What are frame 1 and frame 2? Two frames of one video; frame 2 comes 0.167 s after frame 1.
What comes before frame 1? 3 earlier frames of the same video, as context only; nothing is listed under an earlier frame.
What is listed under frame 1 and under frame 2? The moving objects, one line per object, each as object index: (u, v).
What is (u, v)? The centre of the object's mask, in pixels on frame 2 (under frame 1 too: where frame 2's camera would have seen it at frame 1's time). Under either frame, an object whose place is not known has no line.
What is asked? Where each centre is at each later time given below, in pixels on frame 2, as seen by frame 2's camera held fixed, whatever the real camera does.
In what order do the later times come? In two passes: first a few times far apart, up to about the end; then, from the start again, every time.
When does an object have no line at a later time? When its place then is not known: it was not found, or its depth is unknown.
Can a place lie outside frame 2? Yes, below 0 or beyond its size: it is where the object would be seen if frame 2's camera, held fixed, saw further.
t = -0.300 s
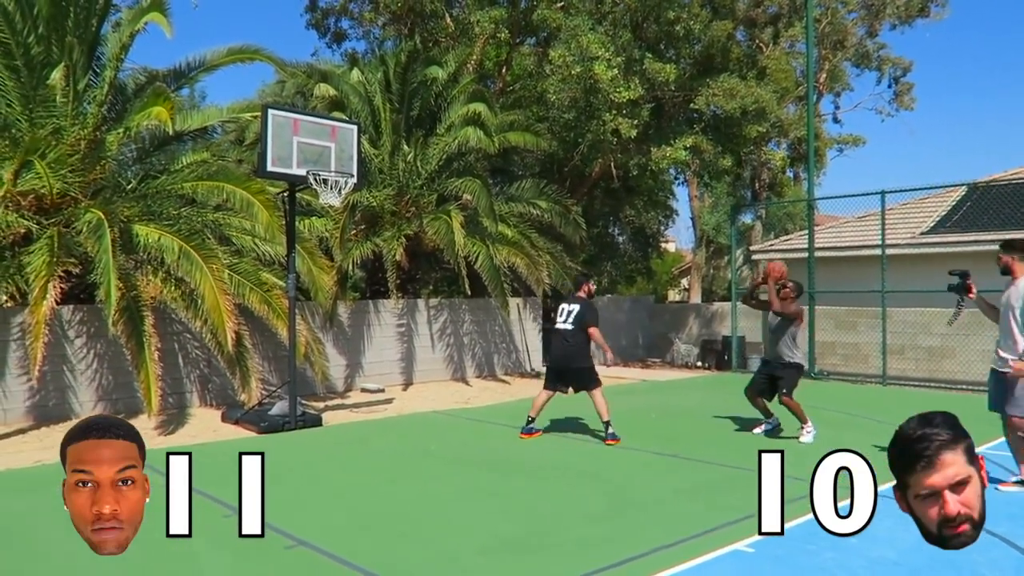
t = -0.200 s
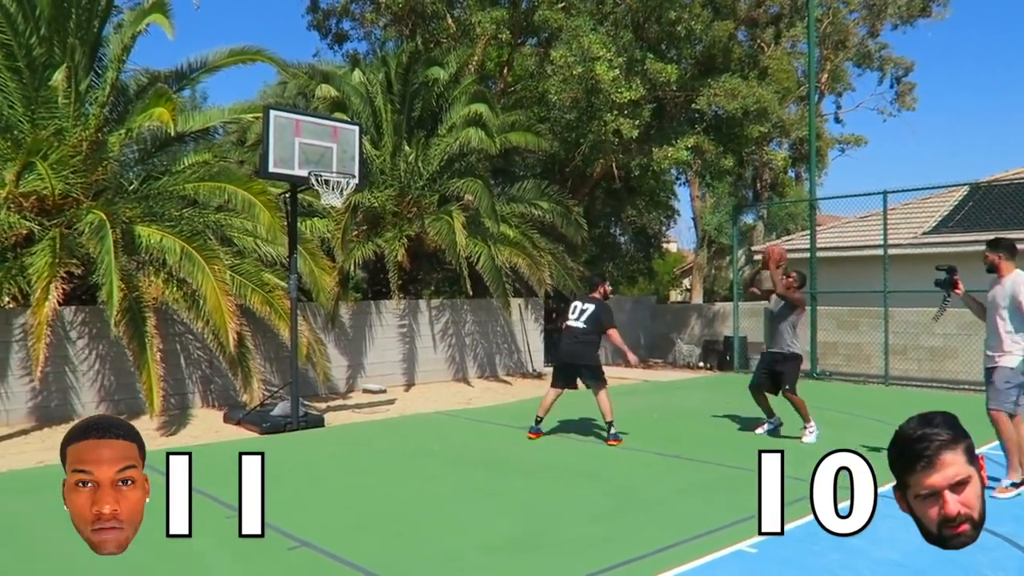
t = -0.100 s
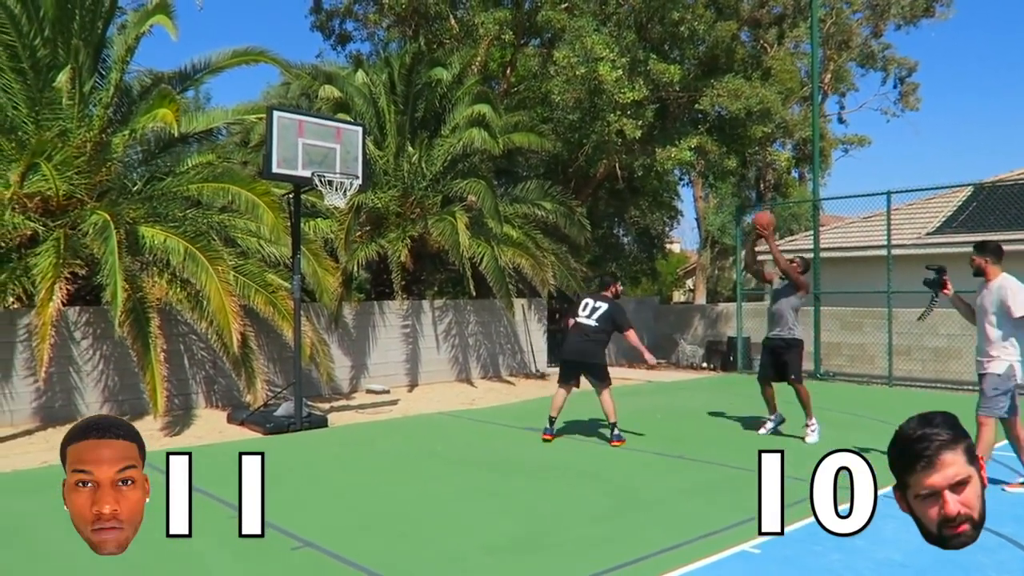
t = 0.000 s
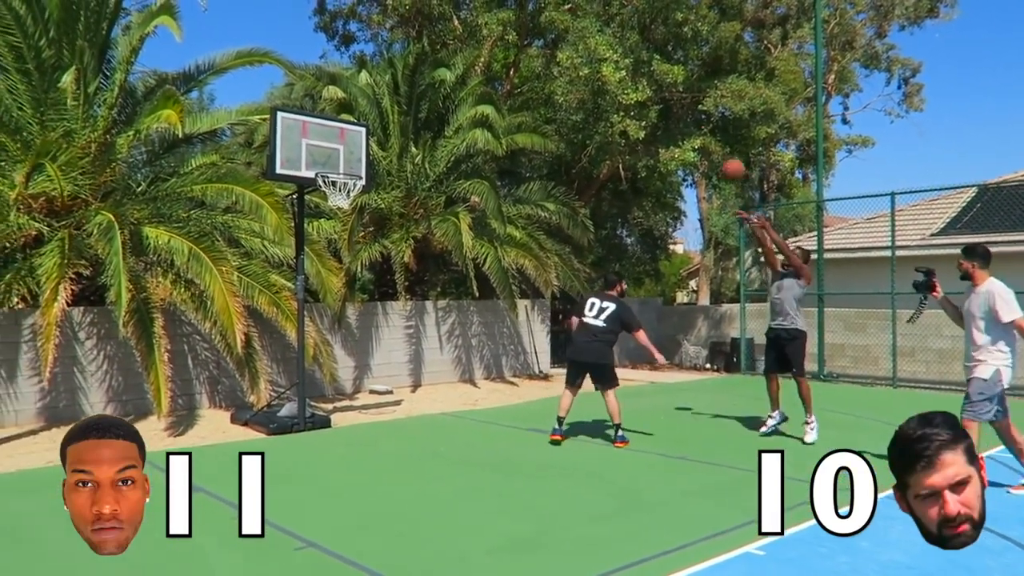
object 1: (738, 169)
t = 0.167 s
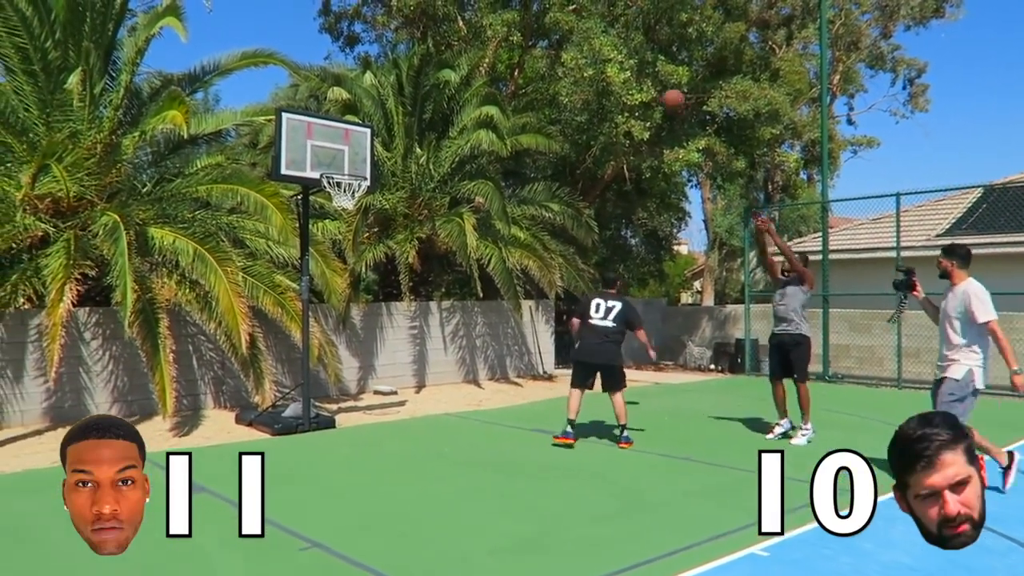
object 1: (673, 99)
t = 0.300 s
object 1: (621, 65)
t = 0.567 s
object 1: (521, 42)
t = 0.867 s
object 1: (411, 99)
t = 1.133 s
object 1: (327, 203)
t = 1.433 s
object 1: (292, 304)
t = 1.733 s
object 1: (269, 393)
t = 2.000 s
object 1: (289, 298)
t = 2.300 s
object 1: (315, 272)
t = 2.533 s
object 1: (335, 314)
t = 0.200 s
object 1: (660, 88)
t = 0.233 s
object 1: (648, 80)
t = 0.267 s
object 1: (634, 71)
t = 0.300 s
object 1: (621, 65)
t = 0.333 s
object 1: (609, 59)
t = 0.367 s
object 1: (597, 53)
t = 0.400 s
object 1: (583, 49)
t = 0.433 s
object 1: (571, 46)
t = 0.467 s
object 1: (557, 42)
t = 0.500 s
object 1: (545, 42)
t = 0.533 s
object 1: (533, 42)
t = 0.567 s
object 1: (521, 42)
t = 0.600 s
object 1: (509, 46)
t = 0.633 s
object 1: (496, 48)
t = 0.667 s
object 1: (485, 53)
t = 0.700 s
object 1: (473, 58)
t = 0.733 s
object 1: (460, 64)
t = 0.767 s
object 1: (447, 72)
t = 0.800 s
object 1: (436, 79)
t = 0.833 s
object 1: (423, 89)
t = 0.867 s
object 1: (411, 99)
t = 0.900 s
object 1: (400, 112)
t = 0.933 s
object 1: (387, 123)
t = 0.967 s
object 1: (376, 138)
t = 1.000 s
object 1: (364, 153)
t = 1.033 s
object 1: (354, 167)
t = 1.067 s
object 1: (340, 182)
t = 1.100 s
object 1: (332, 196)
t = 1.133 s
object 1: (327, 203)
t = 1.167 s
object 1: (323, 211)
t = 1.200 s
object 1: (319, 219)
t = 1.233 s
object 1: (315, 228)
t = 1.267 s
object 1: (311, 238)
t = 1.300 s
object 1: (308, 248)
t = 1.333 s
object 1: (304, 260)
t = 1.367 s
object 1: (300, 274)
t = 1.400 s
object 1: (295, 288)
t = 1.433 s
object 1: (292, 304)
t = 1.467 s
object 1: (287, 321)
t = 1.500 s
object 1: (282, 338)
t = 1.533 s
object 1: (278, 357)
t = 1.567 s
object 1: (275, 378)
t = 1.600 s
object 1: (269, 398)
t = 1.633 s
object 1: (265, 420)
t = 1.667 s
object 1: (265, 427)
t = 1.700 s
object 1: (266, 408)
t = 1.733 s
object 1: (269, 393)
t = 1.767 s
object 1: (273, 378)
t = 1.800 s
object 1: (275, 363)
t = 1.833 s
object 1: (277, 350)
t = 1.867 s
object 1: (279, 337)
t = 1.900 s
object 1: (281, 327)
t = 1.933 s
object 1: (285, 316)
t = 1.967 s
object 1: (287, 307)
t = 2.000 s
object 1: (289, 298)
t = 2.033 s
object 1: (293, 291)
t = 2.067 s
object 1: (295, 285)
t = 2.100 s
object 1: (298, 280)
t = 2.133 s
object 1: (301, 275)
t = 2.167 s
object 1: (304, 272)
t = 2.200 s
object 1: (306, 270)
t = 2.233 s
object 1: (308, 270)
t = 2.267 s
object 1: (311, 270)
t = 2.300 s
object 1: (315, 272)
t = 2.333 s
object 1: (318, 275)
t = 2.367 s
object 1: (320, 278)
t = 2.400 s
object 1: (323, 283)
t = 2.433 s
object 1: (326, 289)
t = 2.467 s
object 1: (329, 296)
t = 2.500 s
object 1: (332, 305)
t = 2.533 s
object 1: (335, 314)
